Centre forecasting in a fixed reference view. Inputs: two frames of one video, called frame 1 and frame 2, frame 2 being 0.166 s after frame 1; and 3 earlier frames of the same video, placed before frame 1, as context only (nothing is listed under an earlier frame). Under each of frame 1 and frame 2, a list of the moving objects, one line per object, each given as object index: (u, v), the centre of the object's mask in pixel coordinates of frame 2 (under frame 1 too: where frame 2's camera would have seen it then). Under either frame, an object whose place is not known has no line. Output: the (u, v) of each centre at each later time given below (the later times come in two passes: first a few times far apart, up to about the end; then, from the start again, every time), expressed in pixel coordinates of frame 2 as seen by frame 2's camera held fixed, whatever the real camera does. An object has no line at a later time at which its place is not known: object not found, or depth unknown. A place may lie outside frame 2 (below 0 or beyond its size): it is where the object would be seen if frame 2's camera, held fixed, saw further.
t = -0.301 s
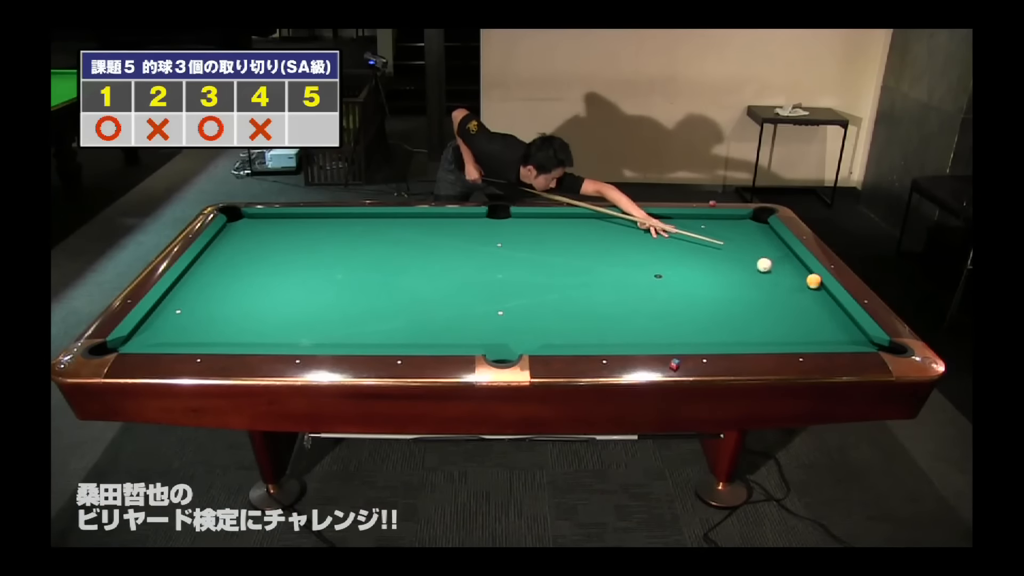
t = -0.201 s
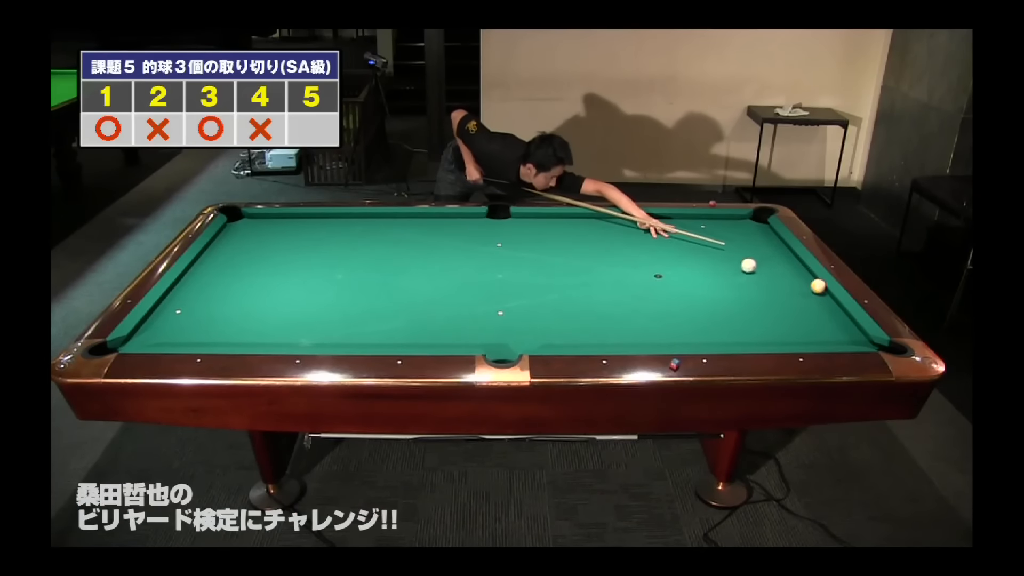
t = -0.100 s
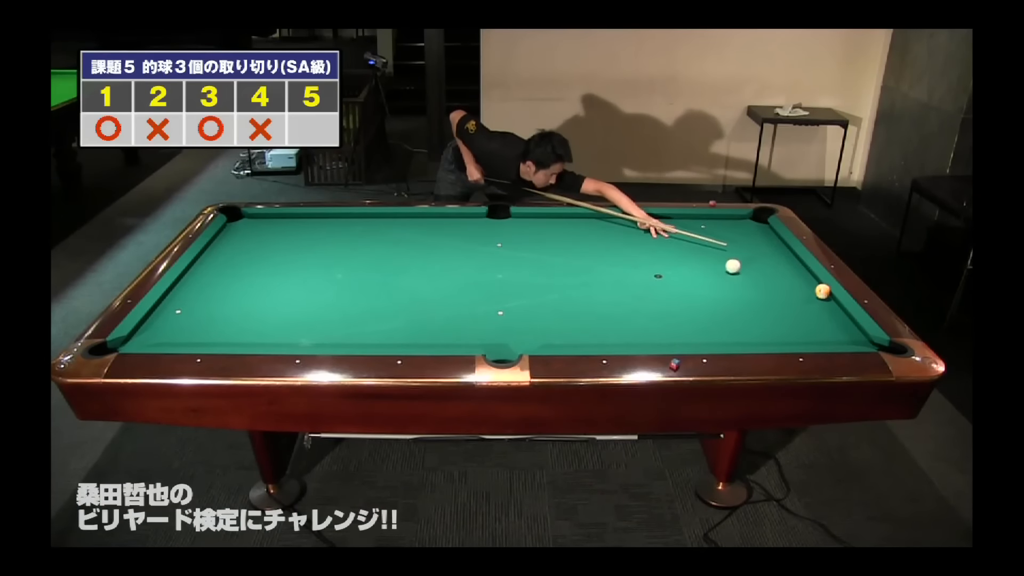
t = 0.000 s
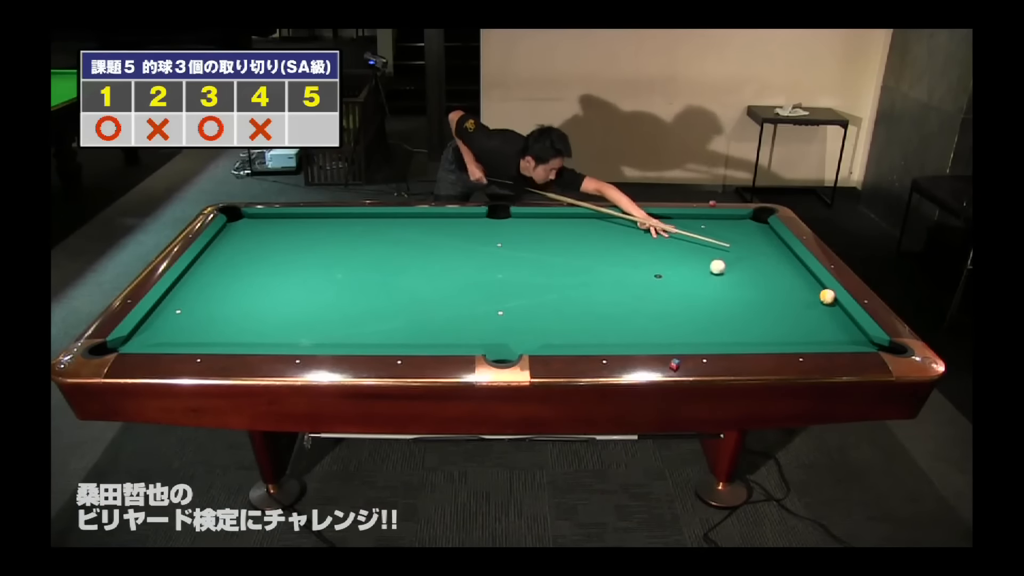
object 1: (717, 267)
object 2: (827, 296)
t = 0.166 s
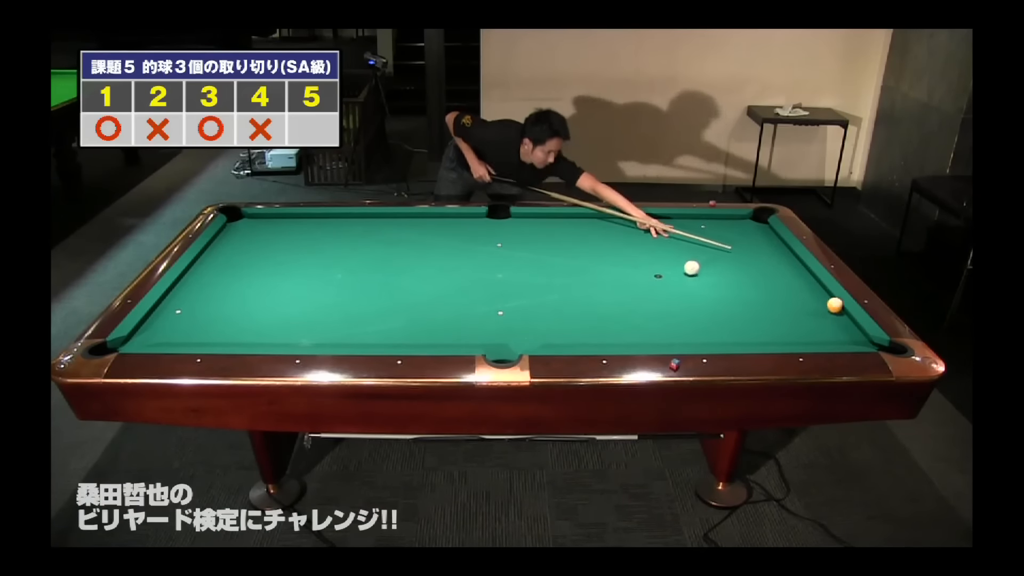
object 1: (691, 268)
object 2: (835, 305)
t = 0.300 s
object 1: (671, 269)
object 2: (841, 312)
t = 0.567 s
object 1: (631, 271)
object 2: (853, 326)
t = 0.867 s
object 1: (586, 273)
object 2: (867, 340)
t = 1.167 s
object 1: (543, 274)
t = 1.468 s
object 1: (501, 276)
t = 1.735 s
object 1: (465, 278)
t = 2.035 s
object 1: (427, 279)
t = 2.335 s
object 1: (391, 281)
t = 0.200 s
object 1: (686, 268)
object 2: (836, 307)
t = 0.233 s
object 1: (681, 269)
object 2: (838, 308)
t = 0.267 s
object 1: (676, 269)
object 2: (839, 310)
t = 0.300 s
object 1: (671, 269)
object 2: (841, 312)
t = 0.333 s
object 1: (666, 269)
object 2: (842, 314)
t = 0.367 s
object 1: (661, 270)
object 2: (844, 315)
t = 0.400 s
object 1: (656, 270)
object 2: (845, 317)
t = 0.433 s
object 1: (651, 270)
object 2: (847, 319)
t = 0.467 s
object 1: (646, 270)
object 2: (848, 321)
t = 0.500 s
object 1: (641, 270)
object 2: (849, 322)
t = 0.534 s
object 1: (636, 271)
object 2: (851, 324)
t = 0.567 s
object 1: (631, 271)
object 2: (853, 326)
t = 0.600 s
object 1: (626, 271)
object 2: (854, 328)
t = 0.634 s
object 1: (621, 271)
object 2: (856, 329)
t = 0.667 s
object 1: (616, 271)
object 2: (857, 331)
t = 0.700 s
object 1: (611, 272)
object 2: (859, 333)
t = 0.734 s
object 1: (606, 272)
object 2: (861, 335)
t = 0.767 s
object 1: (601, 272)
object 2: (862, 336)
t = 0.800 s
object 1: (596, 272)
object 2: (864, 337)
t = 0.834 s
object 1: (591, 272)
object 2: (865, 339)
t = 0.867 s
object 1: (586, 273)
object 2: (867, 340)
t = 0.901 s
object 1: (581, 273)
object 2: (869, 341)
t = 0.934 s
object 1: (576, 273)
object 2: (870, 343)
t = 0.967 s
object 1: (572, 273)
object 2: (872, 344)
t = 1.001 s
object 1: (567, 273)
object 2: (874, 345)
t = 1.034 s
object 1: (562, 274)
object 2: (876, 347)
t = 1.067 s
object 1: (557, 274)
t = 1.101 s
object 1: (553, 274)
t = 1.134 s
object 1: (548, 274)
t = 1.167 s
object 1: (543, 274)
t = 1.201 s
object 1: (538, 275)
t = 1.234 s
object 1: (534, 275)
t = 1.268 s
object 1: (529, 275)
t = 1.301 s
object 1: (524, 275)
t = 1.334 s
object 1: (520, 275)
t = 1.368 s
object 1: (515, 276)
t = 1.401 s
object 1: (510, 276)
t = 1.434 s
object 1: (506, 276)
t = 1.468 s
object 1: (501, 276)
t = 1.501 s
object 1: (497, 276)
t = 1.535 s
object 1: (492, 276)
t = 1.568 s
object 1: (488, 277)
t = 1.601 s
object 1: (483, 277)
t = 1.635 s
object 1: (479, 277)
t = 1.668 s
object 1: (474, 277)
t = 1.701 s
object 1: (470, 278)
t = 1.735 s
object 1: (465, 278)
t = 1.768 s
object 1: (461, 278)
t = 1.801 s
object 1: (457, 278)
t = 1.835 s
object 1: (453, 278)
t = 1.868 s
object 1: (448, 279)
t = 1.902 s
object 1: (444, 279)
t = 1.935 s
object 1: (440, 279)
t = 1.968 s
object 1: (435, 279)
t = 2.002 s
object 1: (431, 279)
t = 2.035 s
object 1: (427, 279)
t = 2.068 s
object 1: (423, 280)
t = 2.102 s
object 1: (419, 280)
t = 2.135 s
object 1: (415, 280)
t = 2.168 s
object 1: (410, 280)
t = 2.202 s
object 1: (406, 280)
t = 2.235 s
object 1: (402, 280)
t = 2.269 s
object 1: (398, 280)
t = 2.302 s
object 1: (394, 281)
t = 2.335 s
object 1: (391, 281)
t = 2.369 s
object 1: (386, 281)
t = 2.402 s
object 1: (382, 281)
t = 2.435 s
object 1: (379, 281)
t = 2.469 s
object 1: (375, 281)
